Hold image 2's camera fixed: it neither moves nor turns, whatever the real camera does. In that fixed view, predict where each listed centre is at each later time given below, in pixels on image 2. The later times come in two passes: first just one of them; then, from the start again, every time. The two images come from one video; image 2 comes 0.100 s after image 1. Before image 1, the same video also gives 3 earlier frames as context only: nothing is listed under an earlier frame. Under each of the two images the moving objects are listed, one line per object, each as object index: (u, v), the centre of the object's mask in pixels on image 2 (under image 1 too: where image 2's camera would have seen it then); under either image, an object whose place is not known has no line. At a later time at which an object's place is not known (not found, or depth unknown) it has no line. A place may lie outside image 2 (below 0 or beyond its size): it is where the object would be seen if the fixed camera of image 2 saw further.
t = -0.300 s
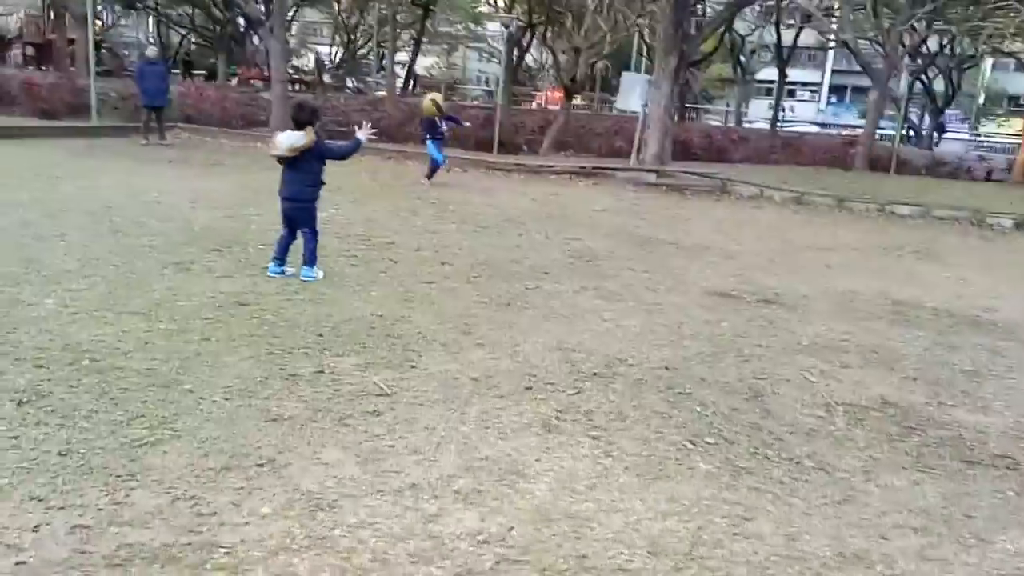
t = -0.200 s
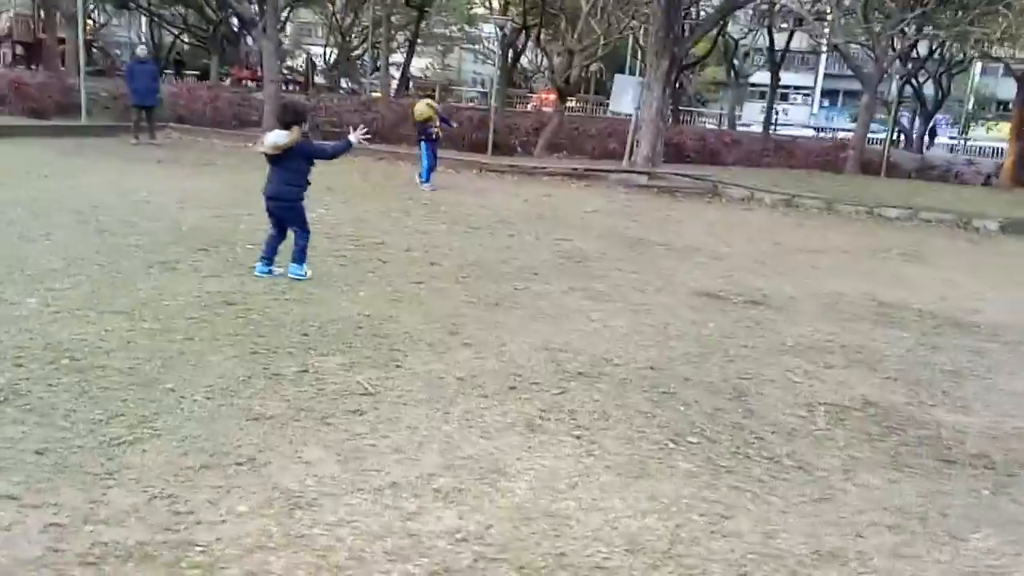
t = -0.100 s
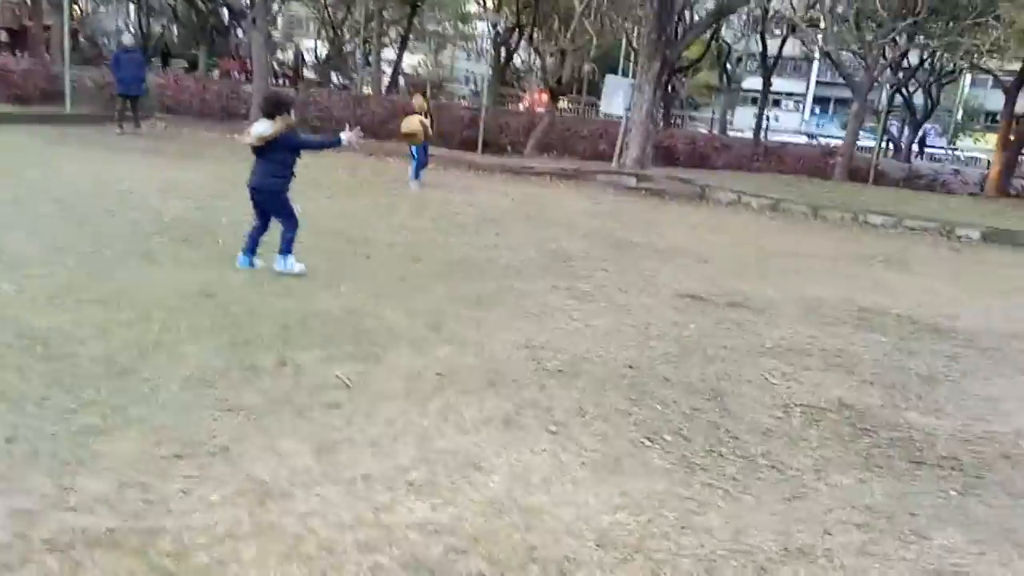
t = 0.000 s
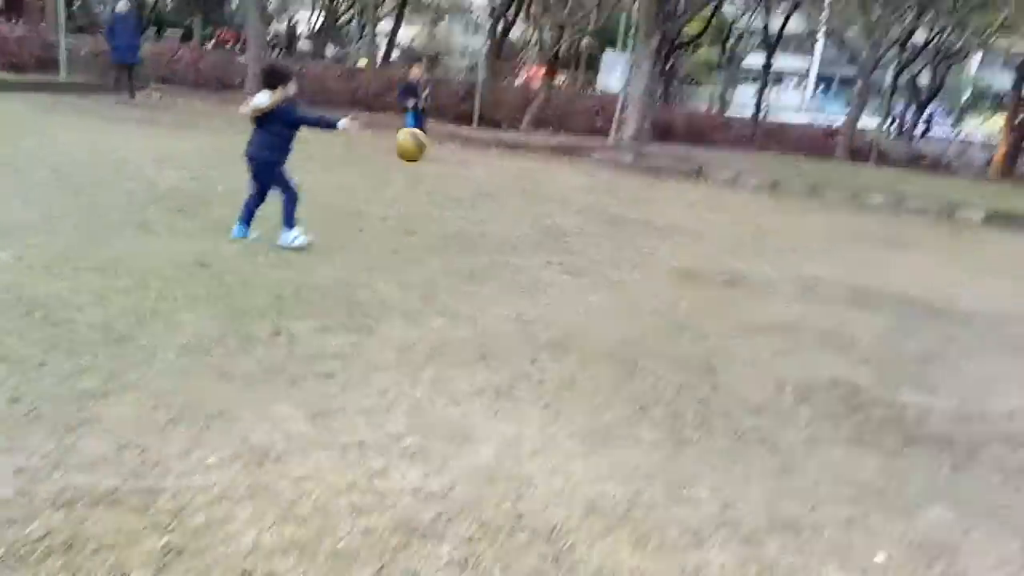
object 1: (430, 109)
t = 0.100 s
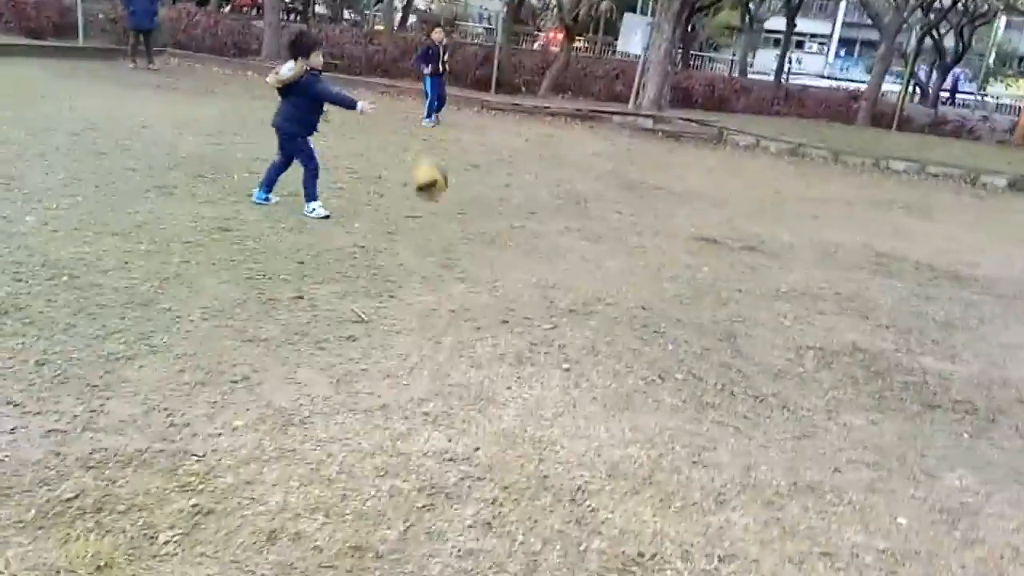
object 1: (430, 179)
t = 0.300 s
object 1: (423, 192)
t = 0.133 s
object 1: (429, 210)
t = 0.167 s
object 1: (428, 248)
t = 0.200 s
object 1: (427, 234)
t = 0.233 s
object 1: (426, 218)
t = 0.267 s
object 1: (424, 204)
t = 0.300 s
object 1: (423, 192)
